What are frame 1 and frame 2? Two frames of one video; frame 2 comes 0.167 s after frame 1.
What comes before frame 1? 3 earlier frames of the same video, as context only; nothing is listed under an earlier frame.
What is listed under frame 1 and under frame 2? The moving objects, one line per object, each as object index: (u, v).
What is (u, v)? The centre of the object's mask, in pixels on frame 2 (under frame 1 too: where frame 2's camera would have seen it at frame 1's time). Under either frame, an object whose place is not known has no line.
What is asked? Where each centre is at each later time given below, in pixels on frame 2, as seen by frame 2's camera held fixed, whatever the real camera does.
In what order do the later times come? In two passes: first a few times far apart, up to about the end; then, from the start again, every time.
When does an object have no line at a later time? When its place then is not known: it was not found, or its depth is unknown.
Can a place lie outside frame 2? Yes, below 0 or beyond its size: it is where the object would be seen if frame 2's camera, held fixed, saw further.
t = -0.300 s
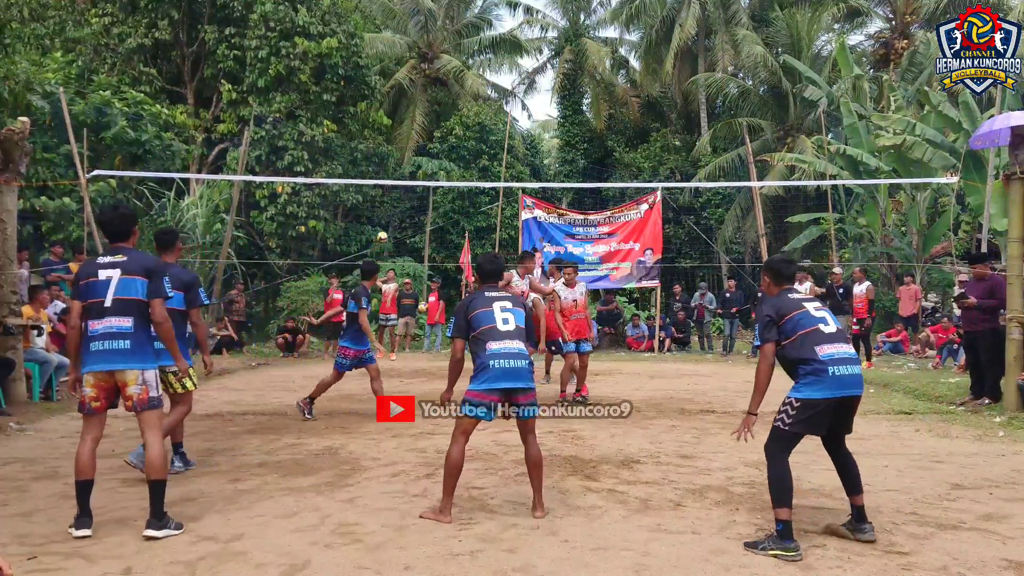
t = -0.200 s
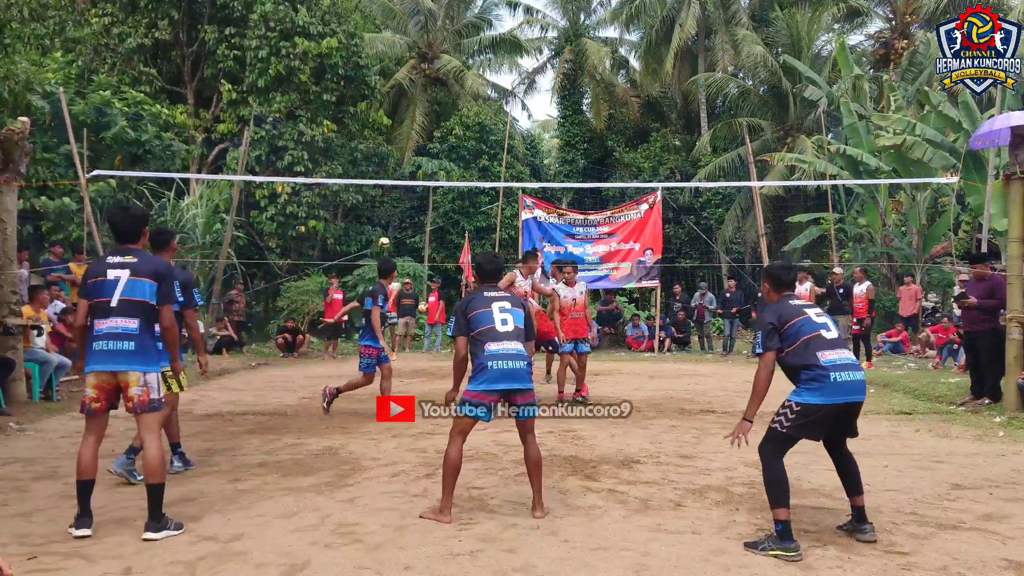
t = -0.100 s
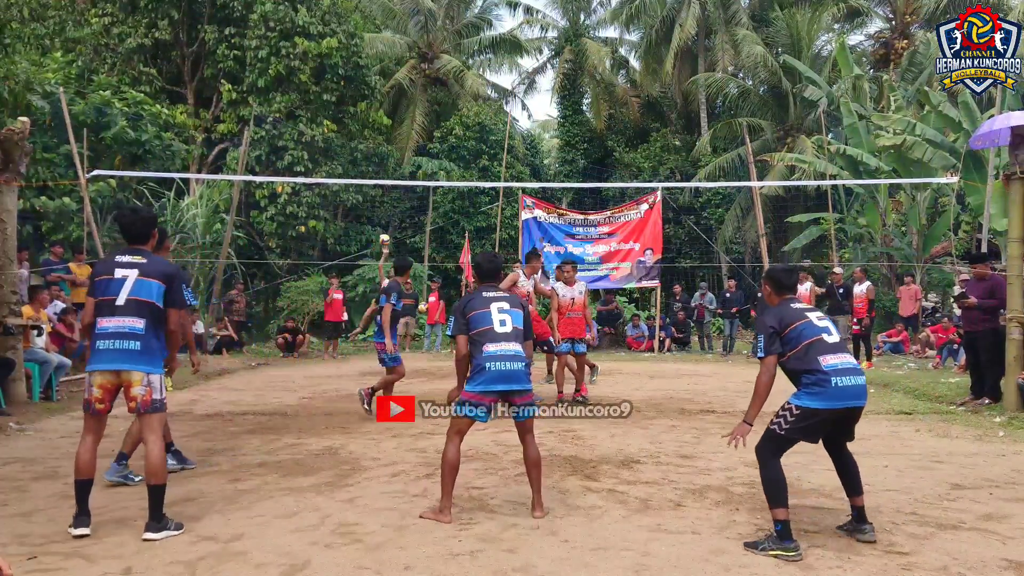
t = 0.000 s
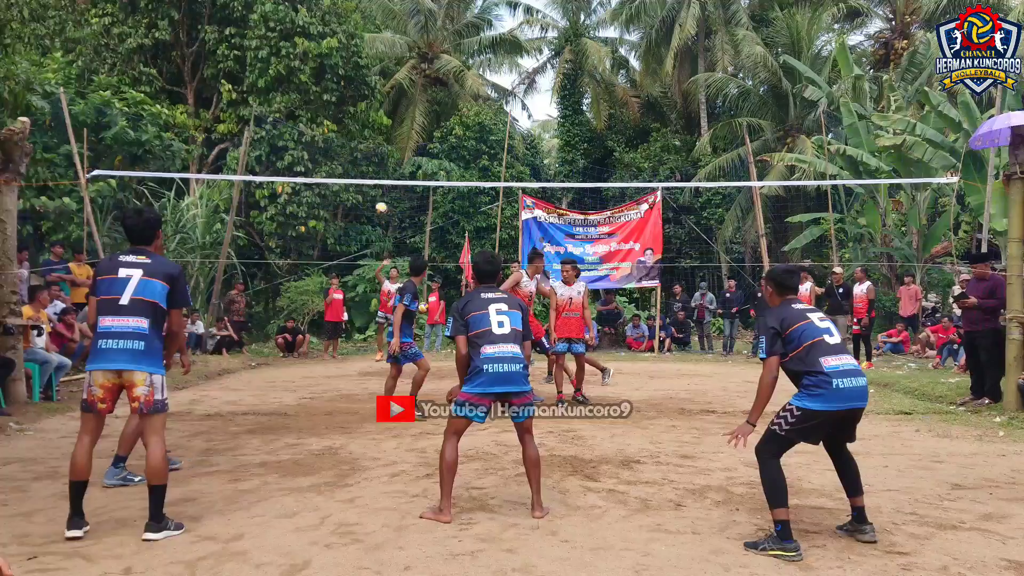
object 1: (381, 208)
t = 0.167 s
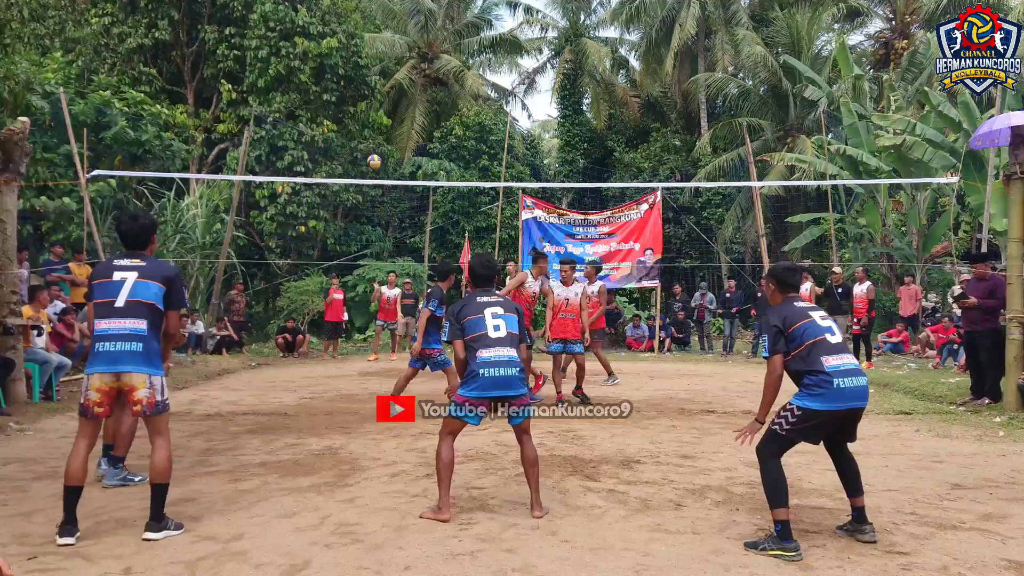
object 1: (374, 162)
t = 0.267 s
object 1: (369, 138)
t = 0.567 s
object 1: (346, 94)
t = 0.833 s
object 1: (315, 107)
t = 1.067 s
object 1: (271, 209)
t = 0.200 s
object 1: (373, 153)
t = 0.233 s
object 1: (371, 146)
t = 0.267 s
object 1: (369, 138)
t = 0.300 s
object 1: (367, 131)
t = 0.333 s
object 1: (365, 124)
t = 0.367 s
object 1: (363, 118)
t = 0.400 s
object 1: (360, 112)
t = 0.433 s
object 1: (358, 107)
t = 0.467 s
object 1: (355, 103)
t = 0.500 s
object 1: (353, 100)
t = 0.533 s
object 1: (350, 97)
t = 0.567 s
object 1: (346, 94)
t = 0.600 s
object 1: (343, 92)
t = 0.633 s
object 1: (340, 92)
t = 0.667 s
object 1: (336, 91)
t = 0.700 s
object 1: (333, 92)
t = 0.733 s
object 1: (329, 94)
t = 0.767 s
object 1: (325, 97)
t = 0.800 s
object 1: (320, 101)
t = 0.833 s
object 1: (315, 107)
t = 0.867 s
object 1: (310, 116)
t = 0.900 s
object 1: (304, 126)
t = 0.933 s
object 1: (299, 138)
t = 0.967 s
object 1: (292, 152)
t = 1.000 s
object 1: (285, 168)
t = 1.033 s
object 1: (279, 187)
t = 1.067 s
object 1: (271, 209)
